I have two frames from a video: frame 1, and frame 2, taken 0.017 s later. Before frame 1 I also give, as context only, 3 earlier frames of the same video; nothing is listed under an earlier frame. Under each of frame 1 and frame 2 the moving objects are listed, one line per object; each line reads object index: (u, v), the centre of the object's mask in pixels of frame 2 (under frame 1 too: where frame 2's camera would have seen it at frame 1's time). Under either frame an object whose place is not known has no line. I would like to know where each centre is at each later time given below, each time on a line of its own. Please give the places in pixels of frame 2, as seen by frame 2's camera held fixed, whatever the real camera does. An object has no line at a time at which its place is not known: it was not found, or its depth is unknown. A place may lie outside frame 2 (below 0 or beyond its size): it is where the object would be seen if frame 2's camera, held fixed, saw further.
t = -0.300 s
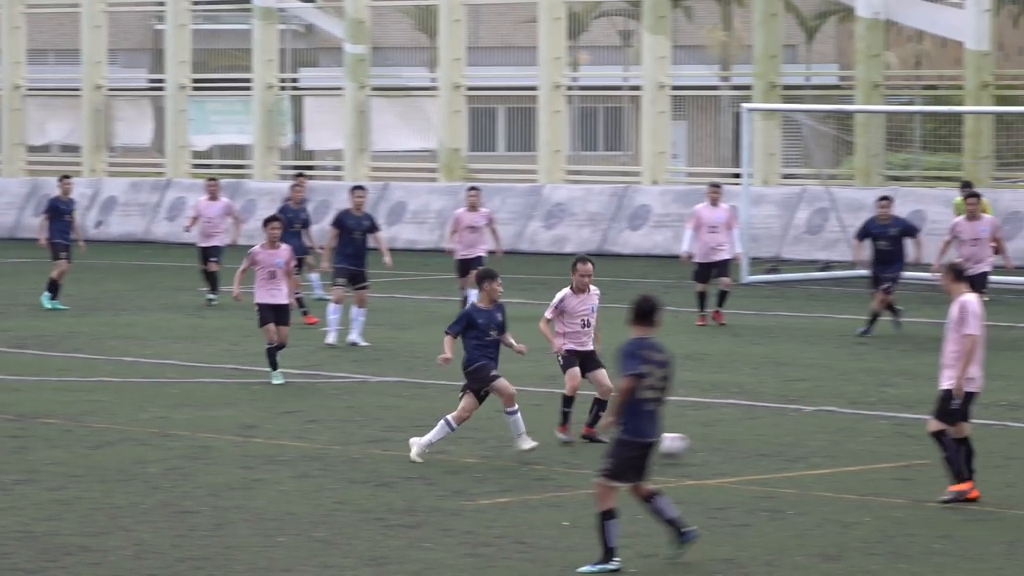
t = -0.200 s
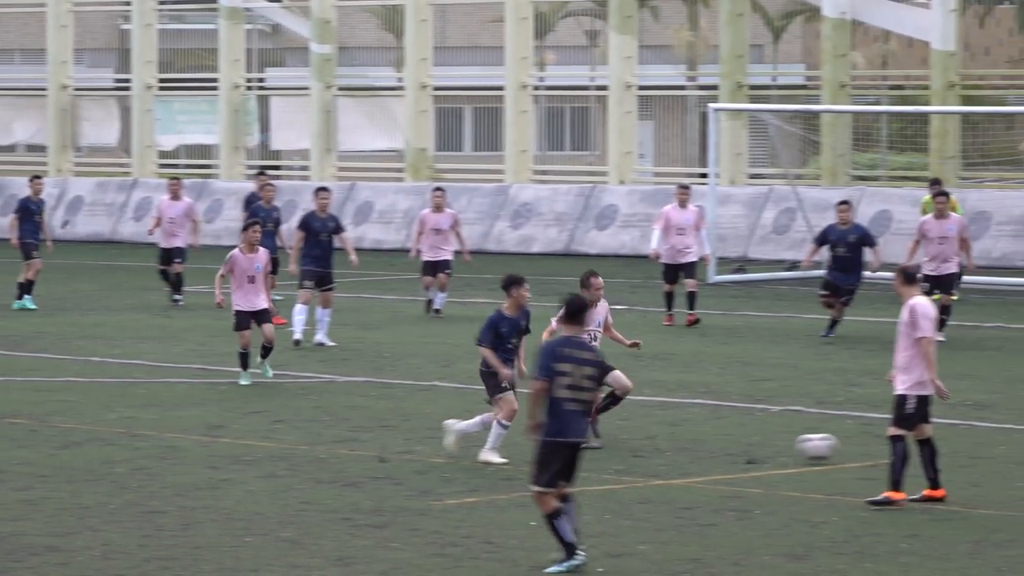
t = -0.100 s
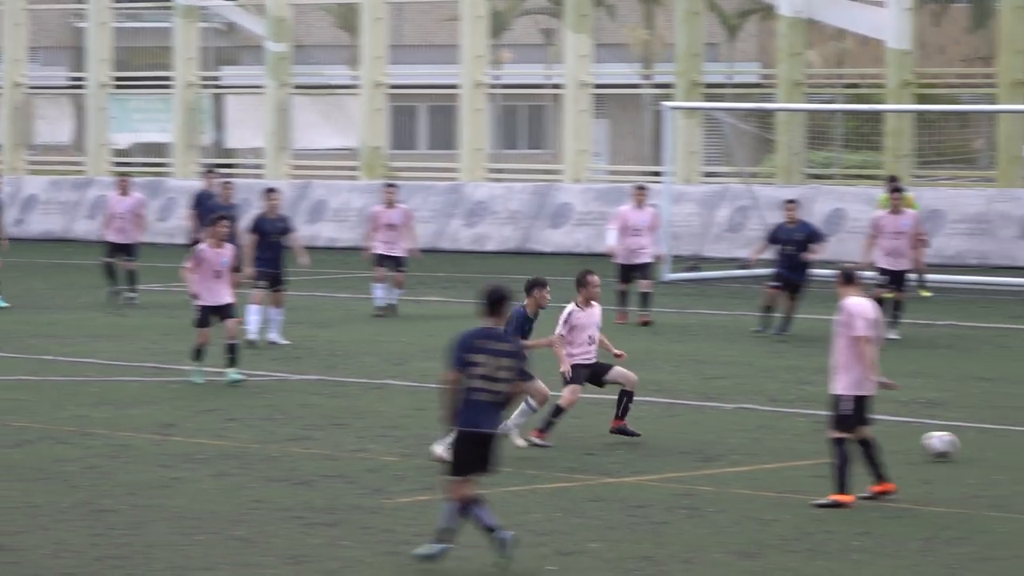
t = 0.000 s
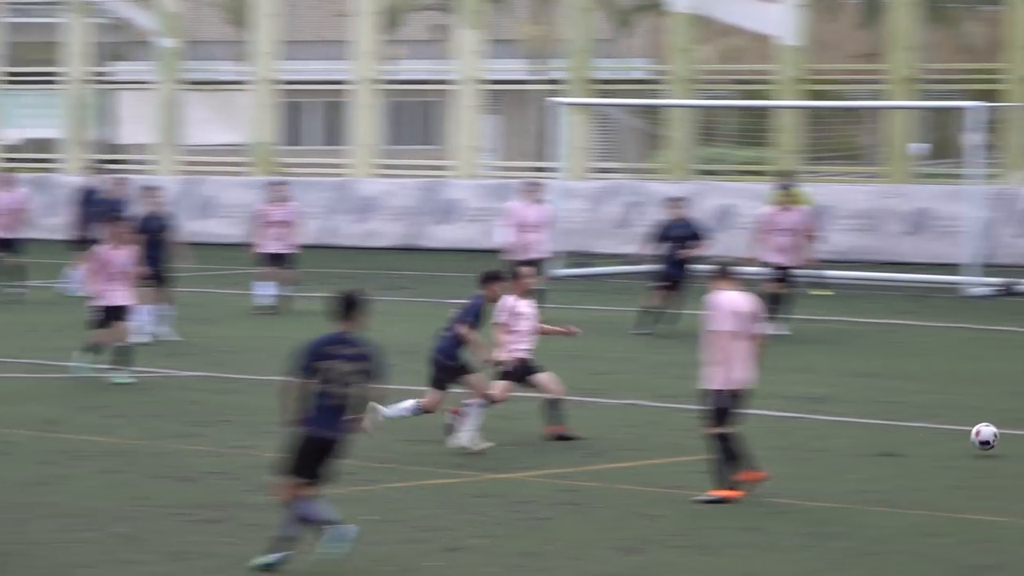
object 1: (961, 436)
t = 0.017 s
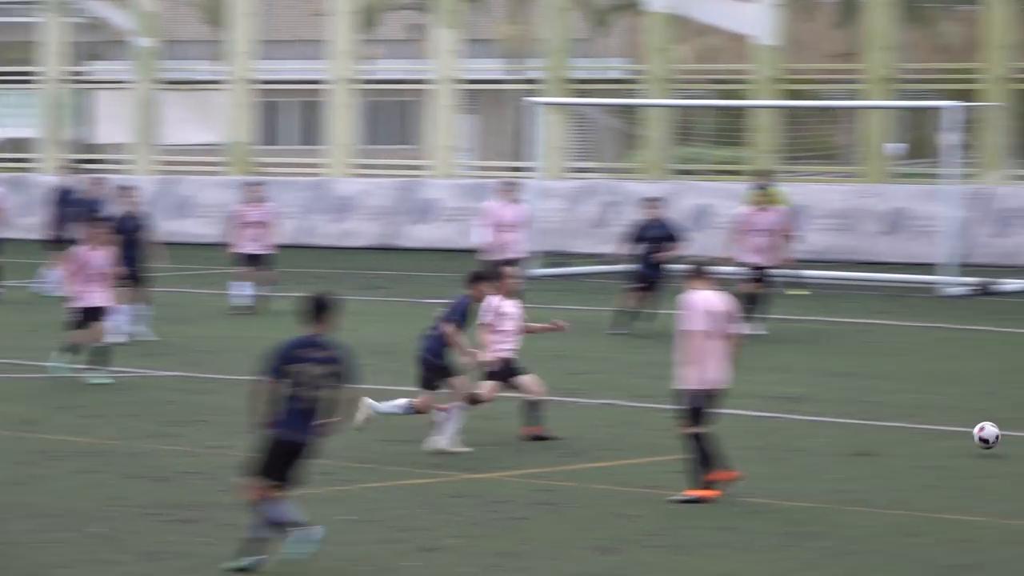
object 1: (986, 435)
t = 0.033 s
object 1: (1012, 435)
